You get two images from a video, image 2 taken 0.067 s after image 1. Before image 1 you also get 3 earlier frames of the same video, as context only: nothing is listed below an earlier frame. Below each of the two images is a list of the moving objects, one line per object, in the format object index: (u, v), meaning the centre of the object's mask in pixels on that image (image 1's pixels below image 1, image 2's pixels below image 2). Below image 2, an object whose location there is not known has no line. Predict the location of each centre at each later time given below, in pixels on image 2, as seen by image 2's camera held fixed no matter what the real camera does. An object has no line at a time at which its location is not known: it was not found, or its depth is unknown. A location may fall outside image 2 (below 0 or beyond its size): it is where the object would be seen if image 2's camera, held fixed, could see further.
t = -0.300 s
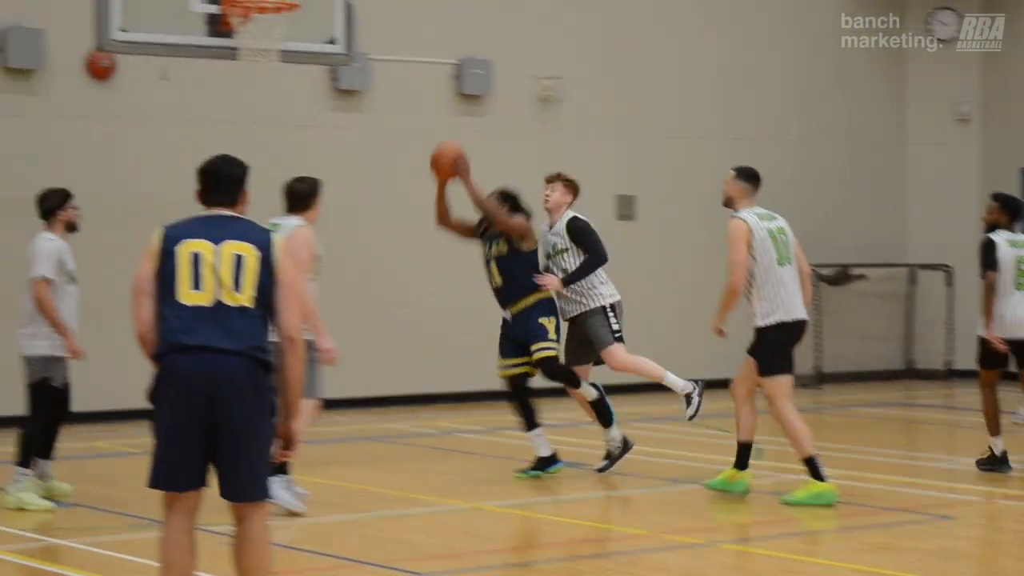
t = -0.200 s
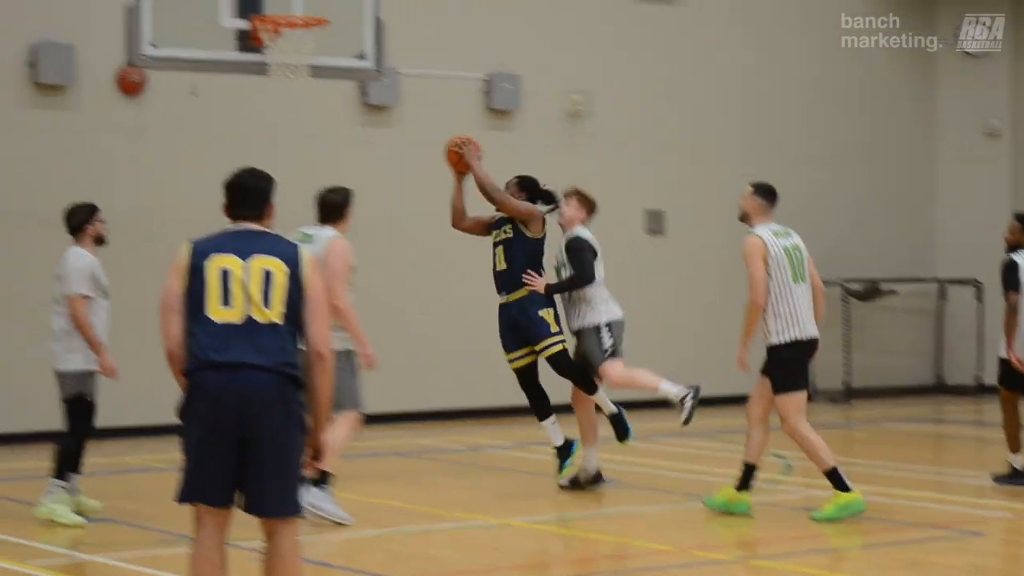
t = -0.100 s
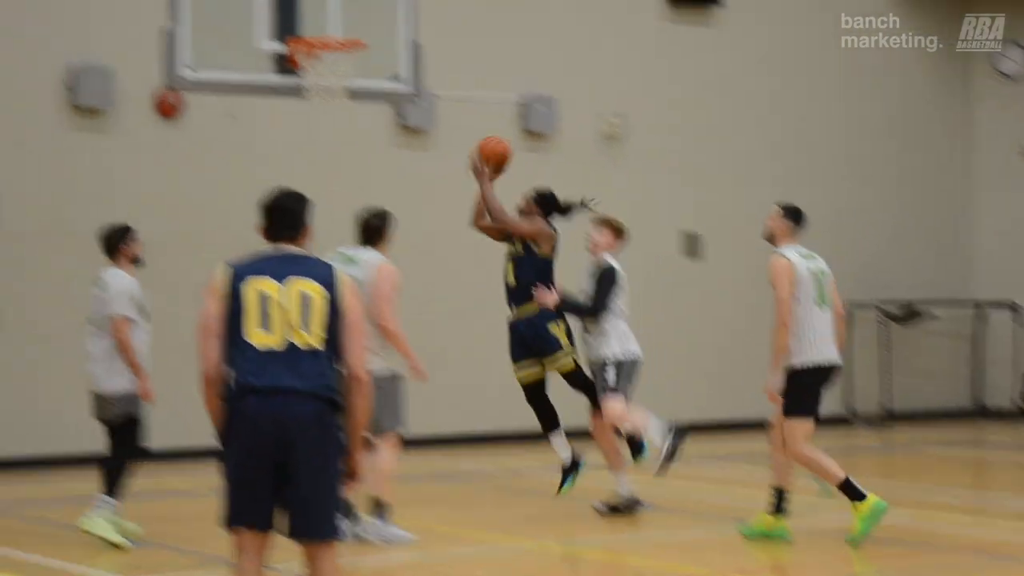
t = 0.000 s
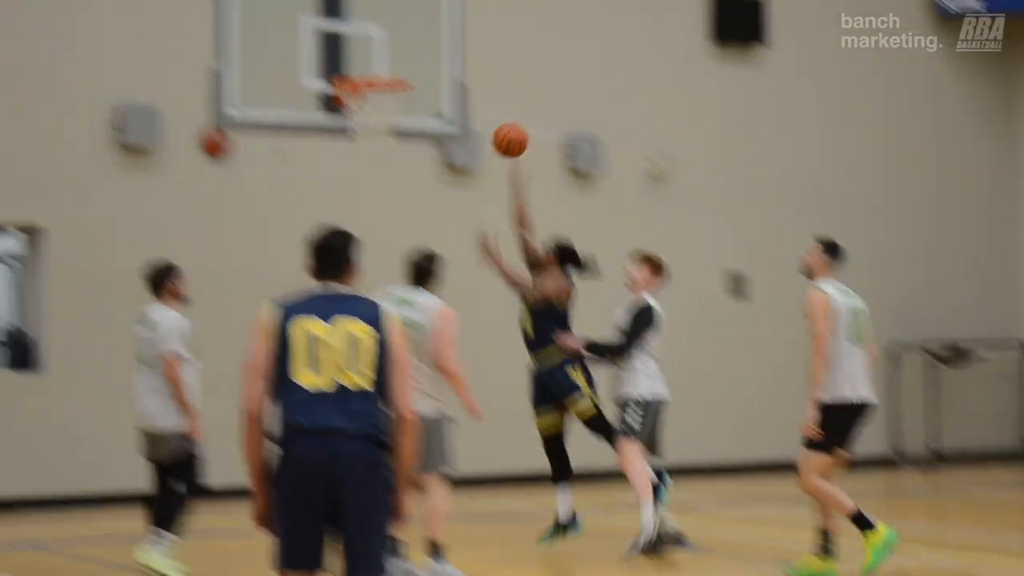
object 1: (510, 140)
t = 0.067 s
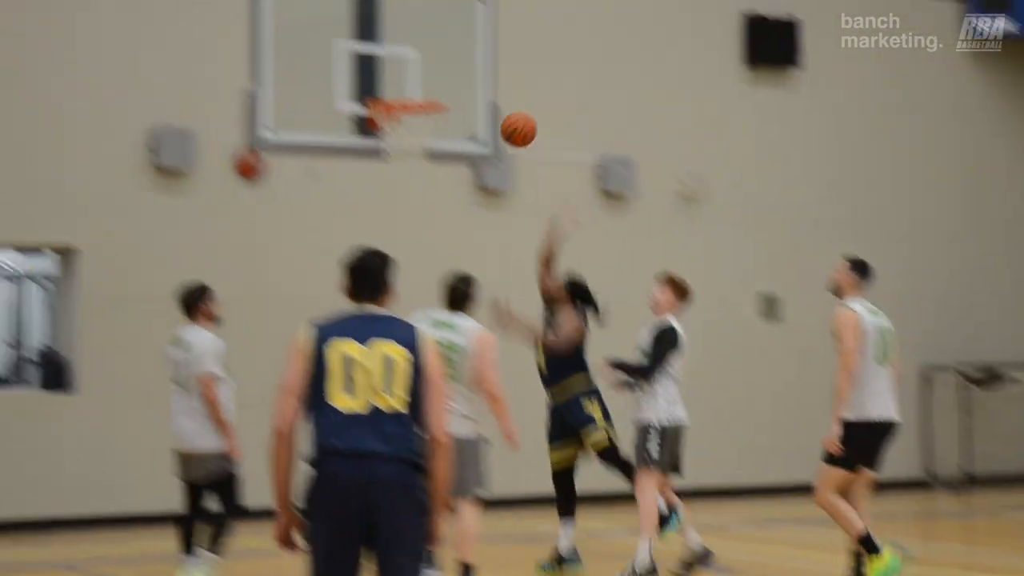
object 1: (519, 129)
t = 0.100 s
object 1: (507, 115)
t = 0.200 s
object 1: (471, 84)
